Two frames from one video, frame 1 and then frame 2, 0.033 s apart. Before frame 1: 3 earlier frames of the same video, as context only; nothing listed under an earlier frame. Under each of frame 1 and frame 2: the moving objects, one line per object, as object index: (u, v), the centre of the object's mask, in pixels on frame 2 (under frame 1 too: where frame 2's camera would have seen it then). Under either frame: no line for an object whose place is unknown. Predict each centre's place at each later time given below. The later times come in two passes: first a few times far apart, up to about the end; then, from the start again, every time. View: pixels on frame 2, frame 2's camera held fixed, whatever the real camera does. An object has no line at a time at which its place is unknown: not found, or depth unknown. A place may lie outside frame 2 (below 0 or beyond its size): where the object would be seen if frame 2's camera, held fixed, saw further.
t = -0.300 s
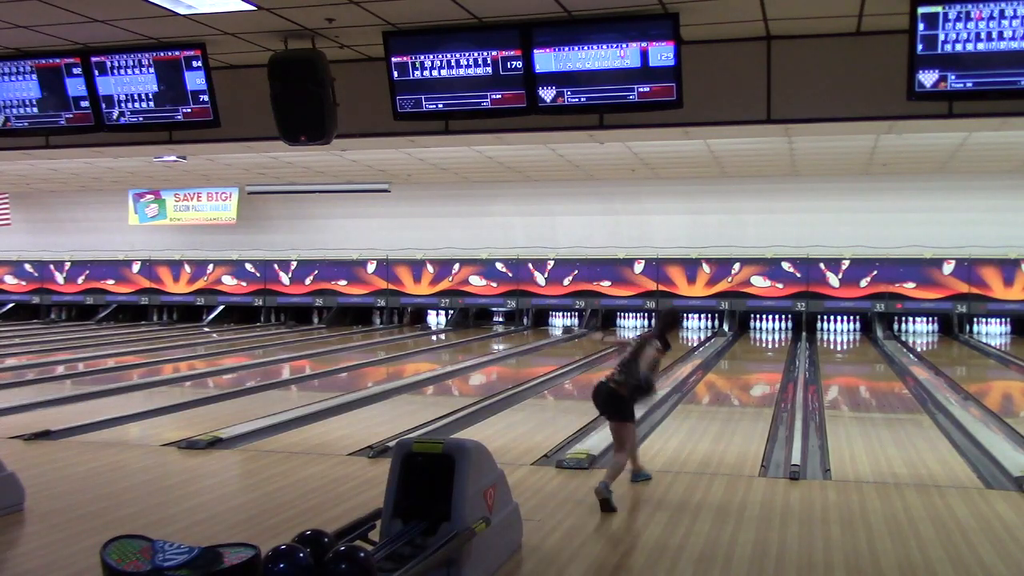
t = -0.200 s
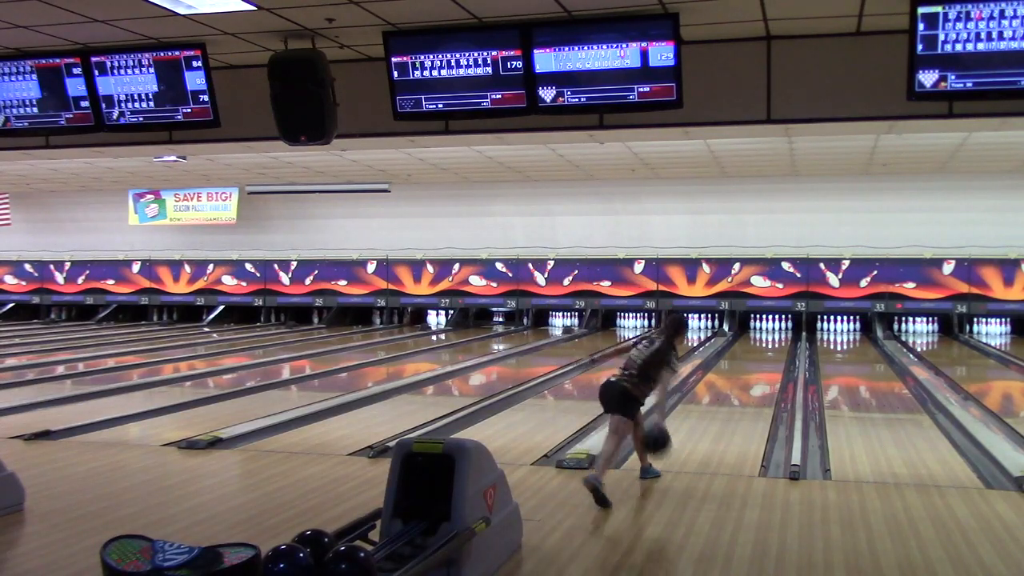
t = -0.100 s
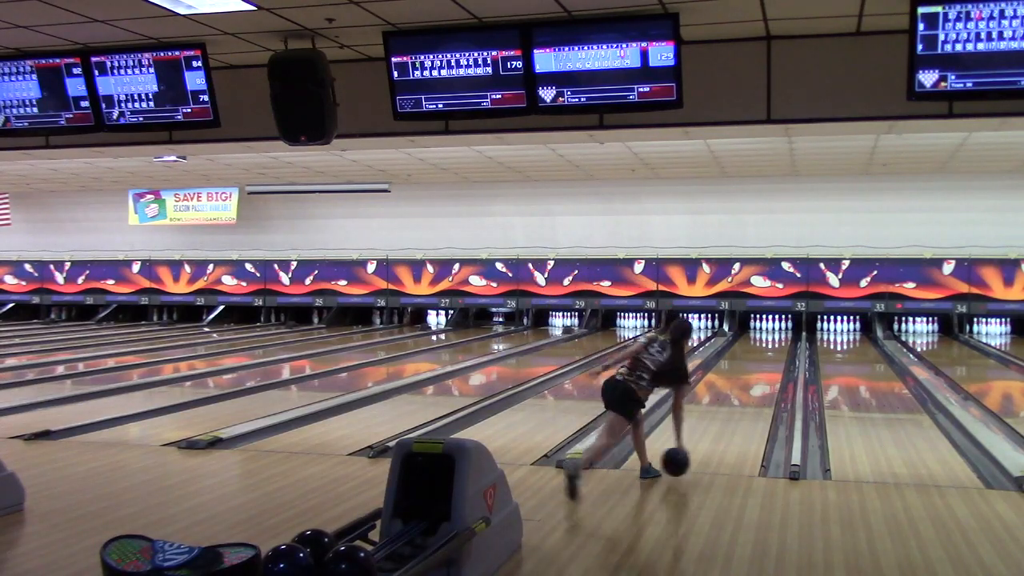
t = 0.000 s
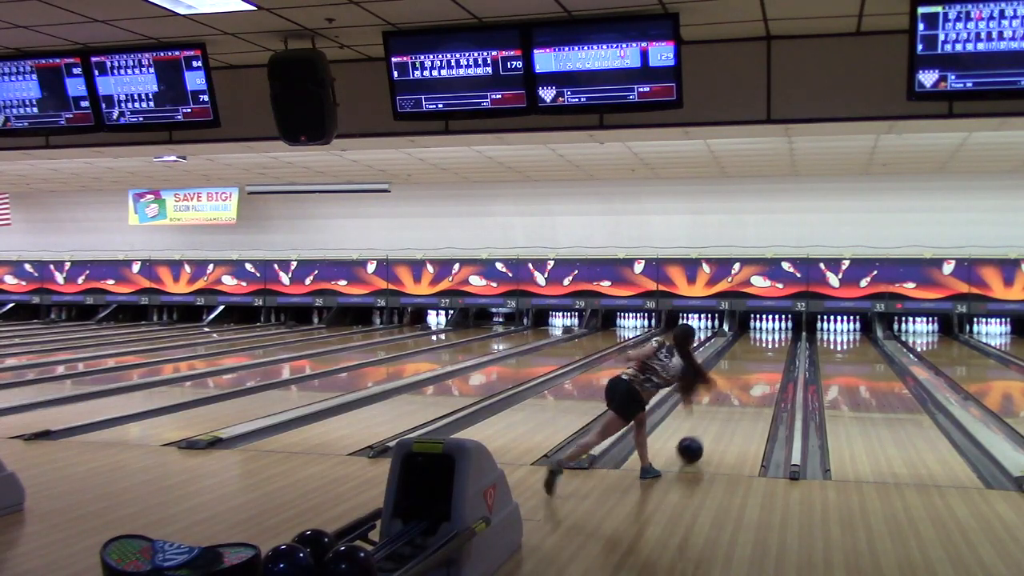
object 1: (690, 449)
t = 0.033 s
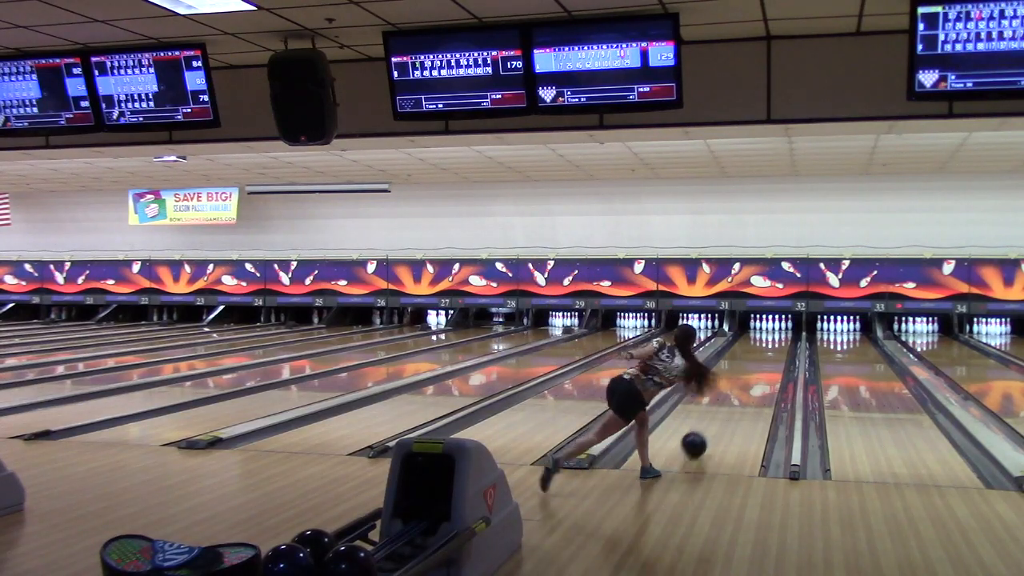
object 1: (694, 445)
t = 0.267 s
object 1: (716, 416)
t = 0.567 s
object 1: (735, 390)
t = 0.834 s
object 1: (747, 374)
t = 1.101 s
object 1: (756, 362)
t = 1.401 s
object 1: (763, 351)
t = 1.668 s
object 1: (769, 343)
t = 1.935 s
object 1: (771, 337)
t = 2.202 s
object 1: (772, 332)
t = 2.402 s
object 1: (771, 329)
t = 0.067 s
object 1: (697, 440)
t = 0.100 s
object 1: (701, 435)
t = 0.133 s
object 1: (704, 431)
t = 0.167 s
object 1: (708, 427)
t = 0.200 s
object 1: (710, 423)
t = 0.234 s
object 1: (713, 419)
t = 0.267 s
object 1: (716, 416)
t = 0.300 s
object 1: (718, 413)
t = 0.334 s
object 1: (721, 409)
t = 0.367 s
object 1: (723, 406)
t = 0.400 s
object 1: (725, 403)
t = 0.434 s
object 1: (728, 401)
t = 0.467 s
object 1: (730, 398)
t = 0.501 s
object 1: (732, 395)
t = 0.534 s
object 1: (734, 393)
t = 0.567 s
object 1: (735, 390)
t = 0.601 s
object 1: (737, 388)
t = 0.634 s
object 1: (739, 386)
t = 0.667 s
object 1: (740, 384)
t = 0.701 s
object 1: (742, 382)
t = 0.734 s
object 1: (743, 380)
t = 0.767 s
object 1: (745, 378)
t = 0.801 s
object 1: (746, 376)
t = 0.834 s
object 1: (747, 374)
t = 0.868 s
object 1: (749, 372)
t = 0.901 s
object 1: (750, 371)
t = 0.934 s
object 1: (751, 369)
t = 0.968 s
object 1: (752, 368)
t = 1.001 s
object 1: (753, 366)
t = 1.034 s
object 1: (754, 365)
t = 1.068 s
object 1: (755, 363)
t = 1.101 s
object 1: (756, 362)
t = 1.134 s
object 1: (757, 361)
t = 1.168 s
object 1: (758, 359)
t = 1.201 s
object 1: (759, 358)
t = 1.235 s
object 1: (760, 357)
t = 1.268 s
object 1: (760, 356)
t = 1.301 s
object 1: (761, 354)
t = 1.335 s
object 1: (762, 353)
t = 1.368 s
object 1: (763, 352)
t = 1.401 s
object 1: (763, 351)
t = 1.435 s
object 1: (764, 350)
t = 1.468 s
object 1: (765, 349)
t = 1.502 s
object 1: (765, 348)
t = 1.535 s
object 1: (766, 347)
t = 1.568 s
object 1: (767, 346)
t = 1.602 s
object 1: (767, 345)
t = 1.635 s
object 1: (768, 344)
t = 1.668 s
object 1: (769, 343)
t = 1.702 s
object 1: (769, 342)
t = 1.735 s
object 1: (769, 341)
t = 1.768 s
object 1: (770, 341)
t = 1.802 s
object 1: (770, 340)
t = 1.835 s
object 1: (770, 339)
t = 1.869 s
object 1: (771, 338)
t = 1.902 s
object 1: (771, 338)
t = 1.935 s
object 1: (771, 337)
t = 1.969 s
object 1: (772, 336)
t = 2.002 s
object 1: (772, 336)
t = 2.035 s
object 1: (772, 335)
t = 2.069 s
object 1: (772, 334)
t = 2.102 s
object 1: (772, 334)
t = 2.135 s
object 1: (772, 333)
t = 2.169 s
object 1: (771, 333)
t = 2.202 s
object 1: (772, 332)
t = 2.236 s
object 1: (772, 331)
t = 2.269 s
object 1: (772, 331)
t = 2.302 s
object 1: (771, 331)
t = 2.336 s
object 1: (771, 330)
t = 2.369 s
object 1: (771, 330)
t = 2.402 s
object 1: (771, 329)
